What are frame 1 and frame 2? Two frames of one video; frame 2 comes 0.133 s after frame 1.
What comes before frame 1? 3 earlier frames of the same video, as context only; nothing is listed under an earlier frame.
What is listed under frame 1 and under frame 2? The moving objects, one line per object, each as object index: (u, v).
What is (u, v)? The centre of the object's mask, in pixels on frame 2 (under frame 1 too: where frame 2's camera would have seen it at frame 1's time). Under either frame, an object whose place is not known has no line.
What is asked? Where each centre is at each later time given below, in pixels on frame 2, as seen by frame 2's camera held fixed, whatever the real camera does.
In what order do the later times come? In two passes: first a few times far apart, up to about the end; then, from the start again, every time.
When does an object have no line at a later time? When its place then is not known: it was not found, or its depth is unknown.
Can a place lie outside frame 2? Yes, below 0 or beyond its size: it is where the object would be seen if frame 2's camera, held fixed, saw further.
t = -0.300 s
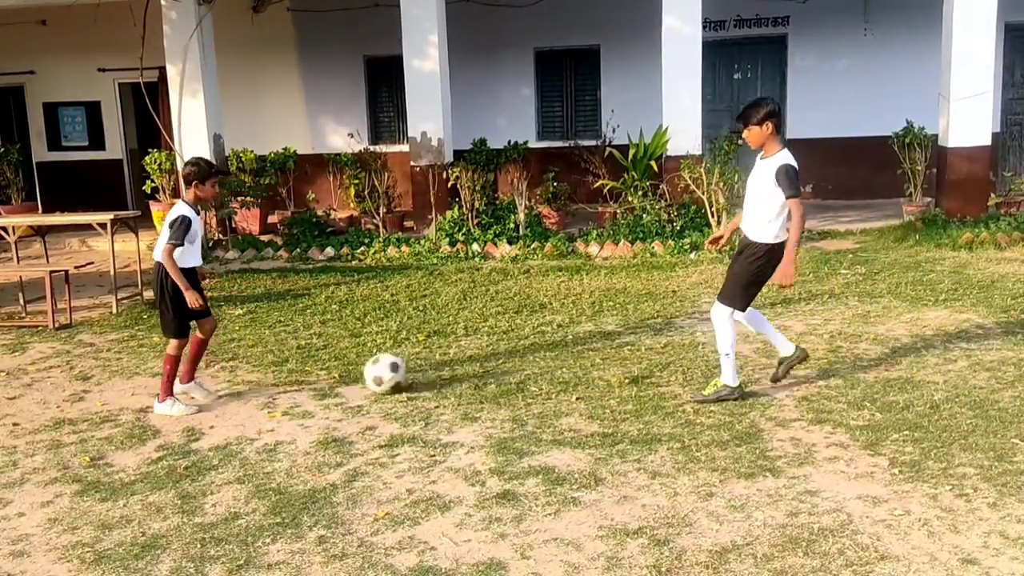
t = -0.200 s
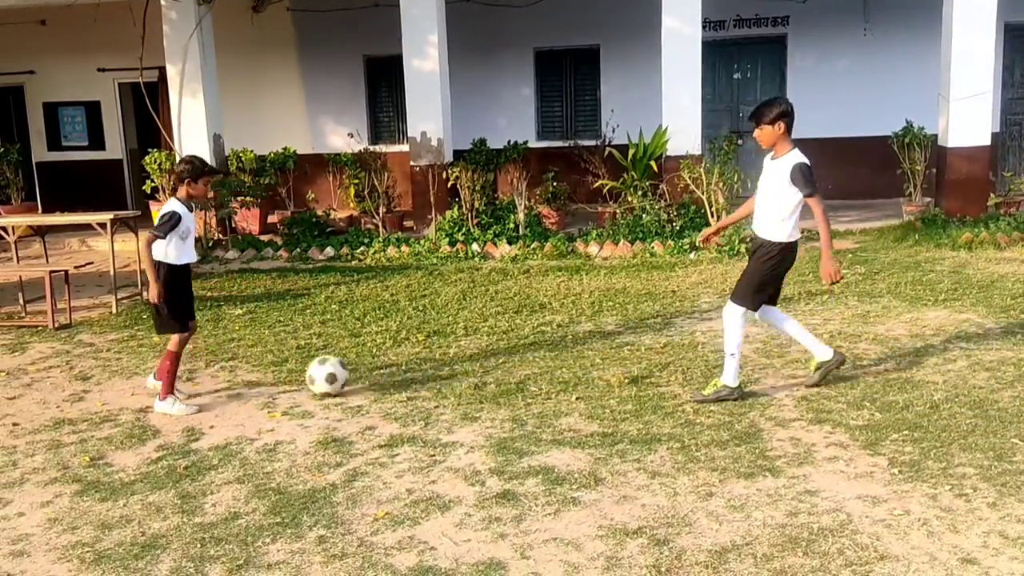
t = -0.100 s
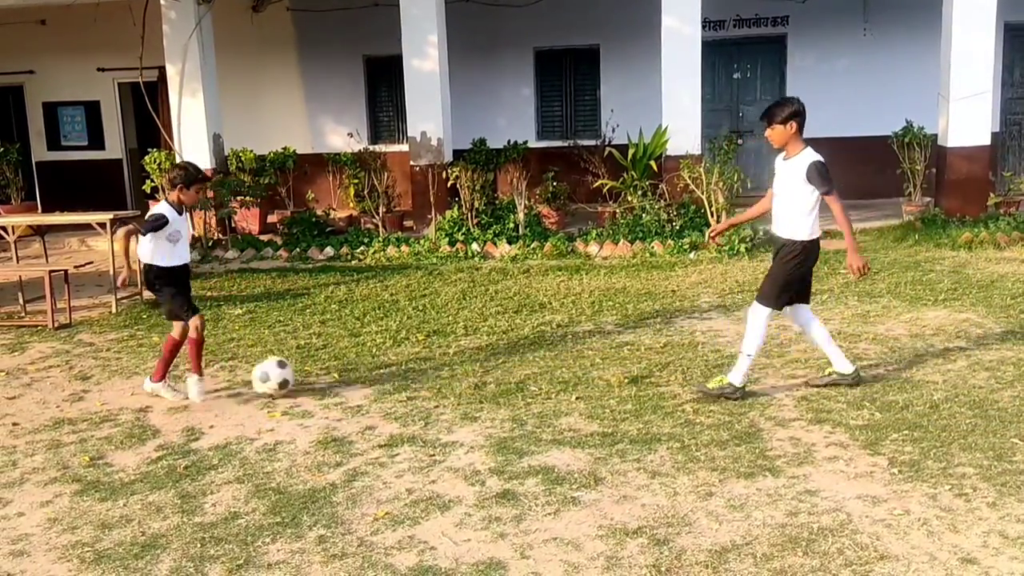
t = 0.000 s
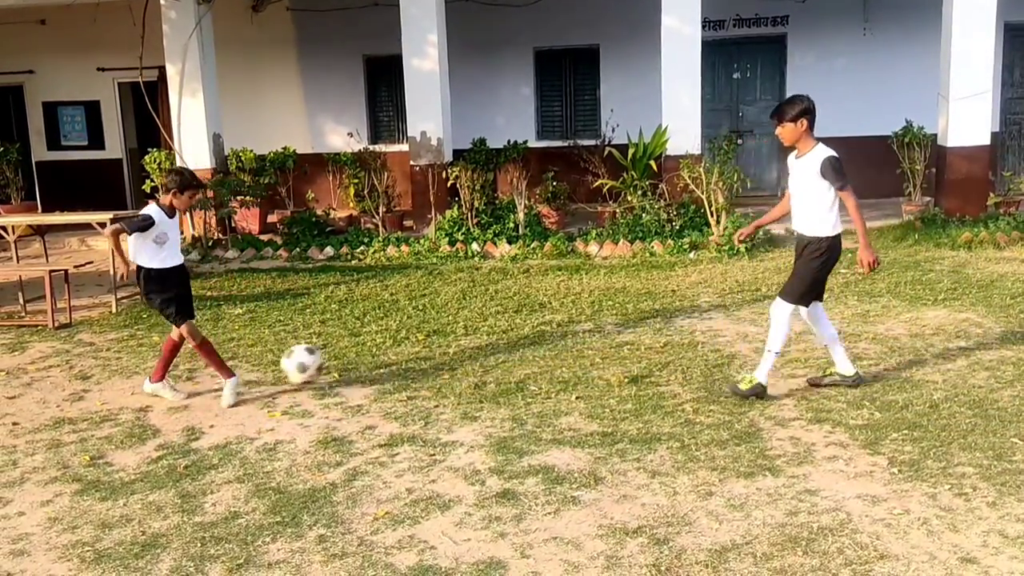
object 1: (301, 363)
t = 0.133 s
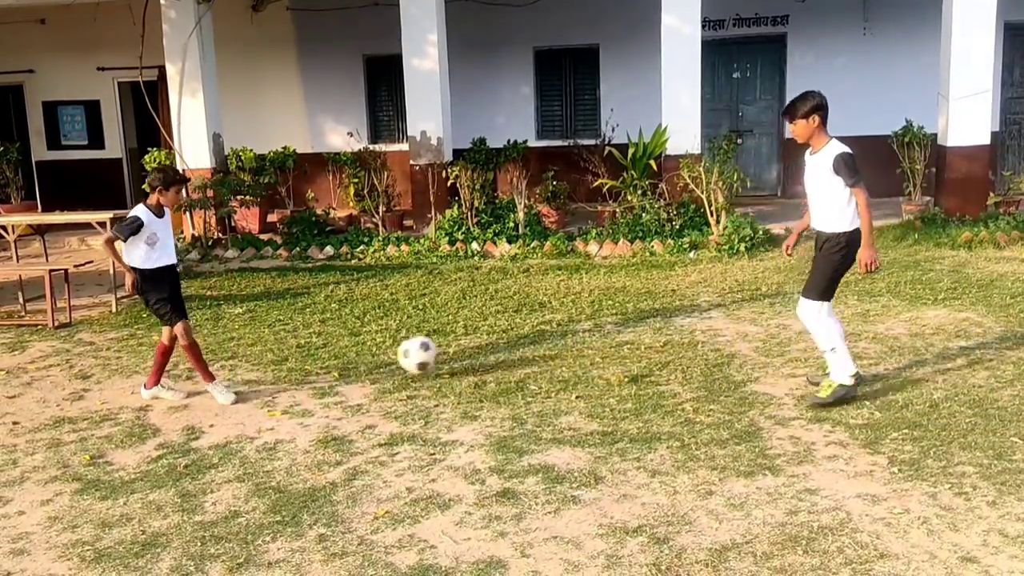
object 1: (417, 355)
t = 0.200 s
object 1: (470, 358)
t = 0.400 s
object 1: (570, 342)
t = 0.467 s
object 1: (594, 337)
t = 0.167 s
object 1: (447, 358)
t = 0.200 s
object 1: (470, 358)
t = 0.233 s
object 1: (488, 353)
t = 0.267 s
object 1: (507, 349)
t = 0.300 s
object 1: (525, 348)
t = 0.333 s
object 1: (542, 348)
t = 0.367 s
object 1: (558, 347)
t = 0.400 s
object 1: (570, 342)
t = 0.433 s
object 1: (583, 340)
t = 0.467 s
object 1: (594, 337)
